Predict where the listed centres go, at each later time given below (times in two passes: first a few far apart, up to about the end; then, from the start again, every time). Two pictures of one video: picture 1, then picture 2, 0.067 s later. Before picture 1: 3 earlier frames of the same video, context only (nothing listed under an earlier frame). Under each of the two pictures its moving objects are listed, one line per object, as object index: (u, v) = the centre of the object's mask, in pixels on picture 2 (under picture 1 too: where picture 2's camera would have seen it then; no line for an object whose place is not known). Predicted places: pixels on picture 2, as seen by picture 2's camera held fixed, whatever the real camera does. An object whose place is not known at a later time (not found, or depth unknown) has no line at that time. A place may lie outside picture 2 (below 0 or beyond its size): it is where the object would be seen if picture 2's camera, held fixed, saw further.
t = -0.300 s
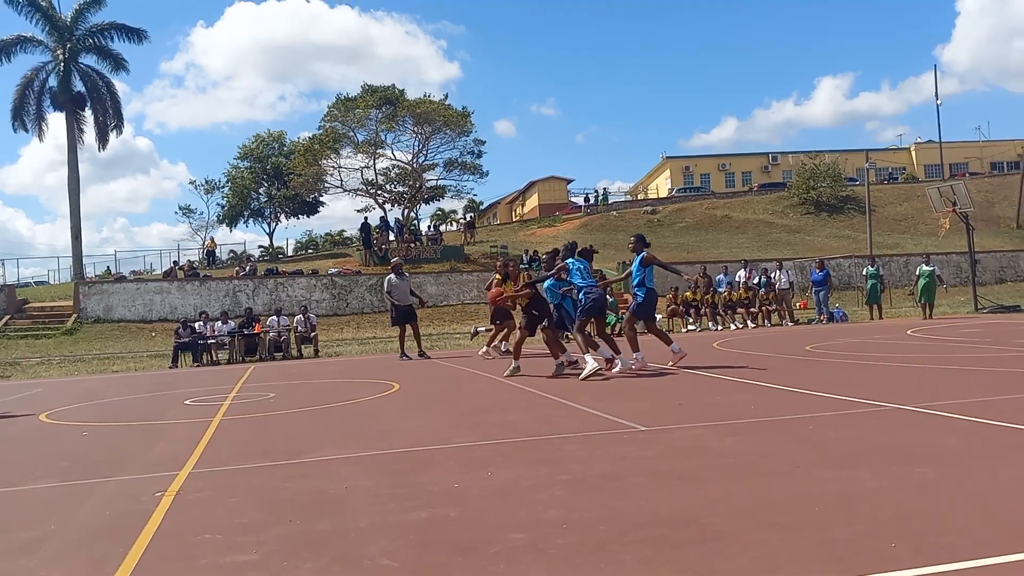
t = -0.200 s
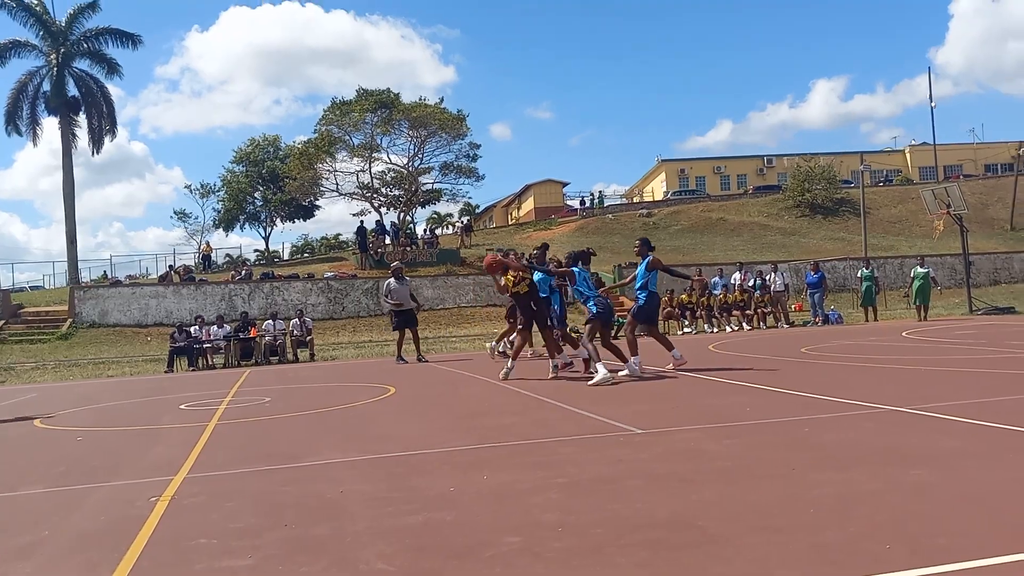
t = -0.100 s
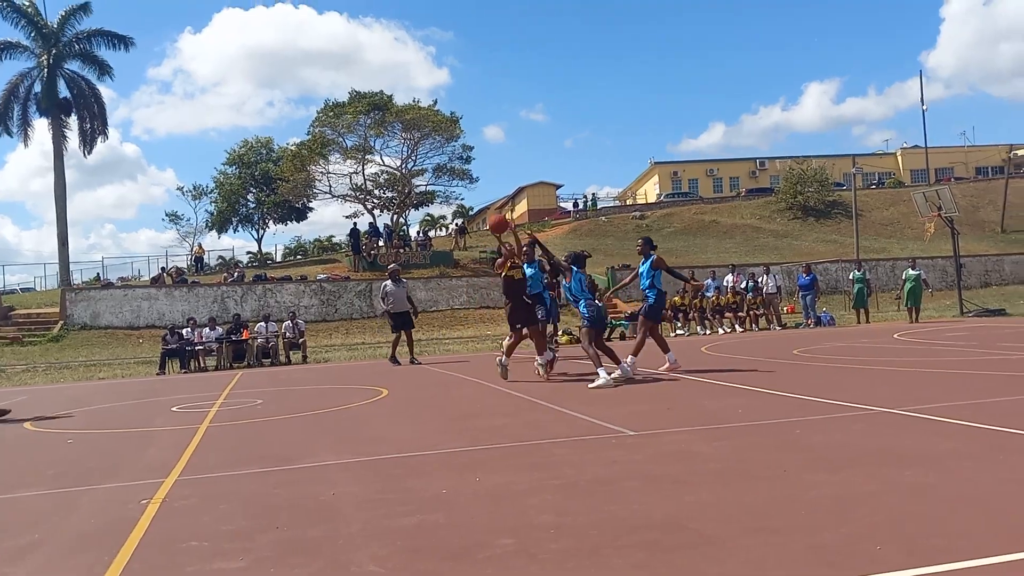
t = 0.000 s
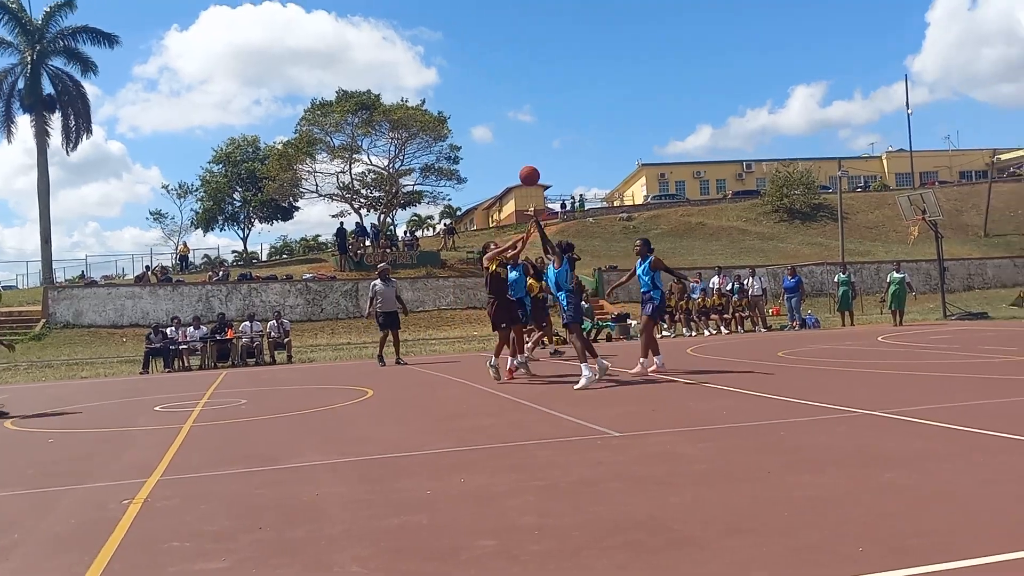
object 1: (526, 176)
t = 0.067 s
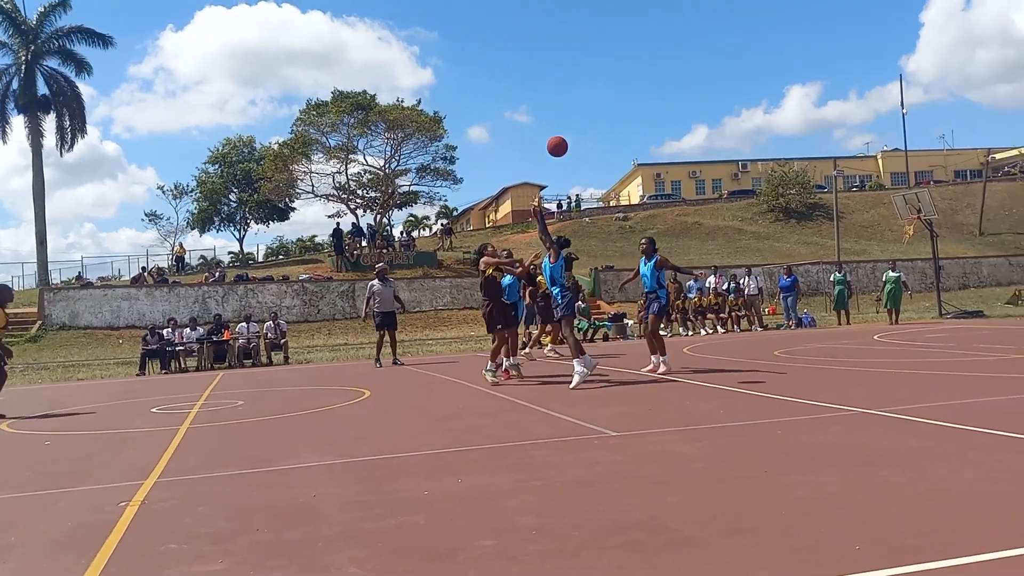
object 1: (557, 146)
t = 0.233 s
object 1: (644, 85)
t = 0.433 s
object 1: (763, 40)
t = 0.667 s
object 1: (918, 33)
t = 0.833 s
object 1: (1037, 66)
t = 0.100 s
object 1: (574, 133)
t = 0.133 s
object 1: (591, 120)
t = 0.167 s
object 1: (607, 107)
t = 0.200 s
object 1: (626, 96)
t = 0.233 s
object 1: (644, 85)
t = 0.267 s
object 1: (662, 75)
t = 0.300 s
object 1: (681, 66)
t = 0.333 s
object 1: (702, 59)
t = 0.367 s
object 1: (723, 50)
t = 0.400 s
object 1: (743, 45)
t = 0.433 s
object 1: (763, 40)
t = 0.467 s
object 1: (784, 35)
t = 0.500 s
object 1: (805, 33)
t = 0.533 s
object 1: (827, 31)
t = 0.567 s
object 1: (851, 29)
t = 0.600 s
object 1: (873, 30)
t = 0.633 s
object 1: (895, 32)
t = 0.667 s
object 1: (918, 33)
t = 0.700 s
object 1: (941, 38)
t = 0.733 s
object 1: (965, 42)
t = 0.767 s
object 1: (988, 49)
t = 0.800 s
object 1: (1012, 57)
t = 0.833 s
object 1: (1037, 66)
